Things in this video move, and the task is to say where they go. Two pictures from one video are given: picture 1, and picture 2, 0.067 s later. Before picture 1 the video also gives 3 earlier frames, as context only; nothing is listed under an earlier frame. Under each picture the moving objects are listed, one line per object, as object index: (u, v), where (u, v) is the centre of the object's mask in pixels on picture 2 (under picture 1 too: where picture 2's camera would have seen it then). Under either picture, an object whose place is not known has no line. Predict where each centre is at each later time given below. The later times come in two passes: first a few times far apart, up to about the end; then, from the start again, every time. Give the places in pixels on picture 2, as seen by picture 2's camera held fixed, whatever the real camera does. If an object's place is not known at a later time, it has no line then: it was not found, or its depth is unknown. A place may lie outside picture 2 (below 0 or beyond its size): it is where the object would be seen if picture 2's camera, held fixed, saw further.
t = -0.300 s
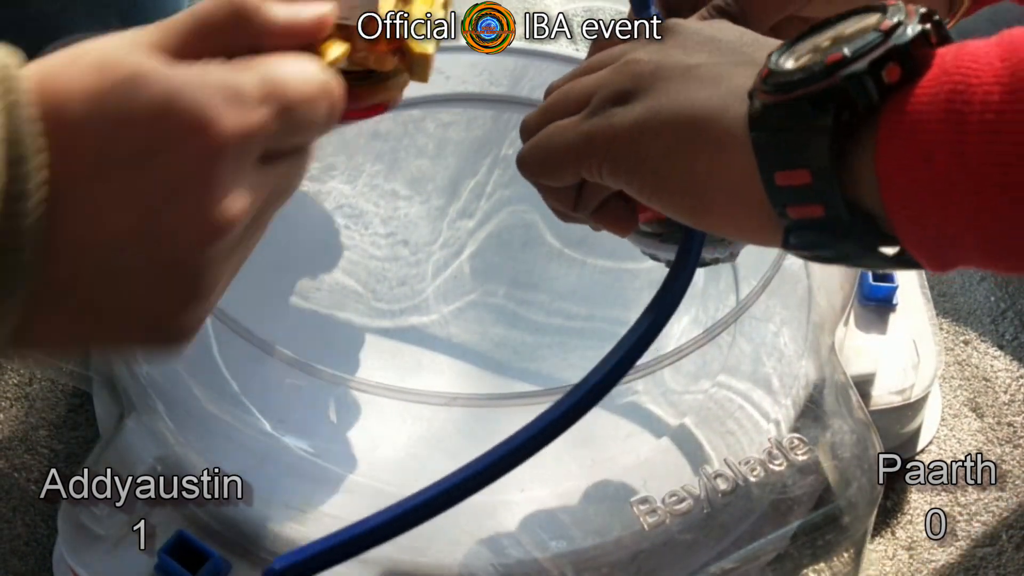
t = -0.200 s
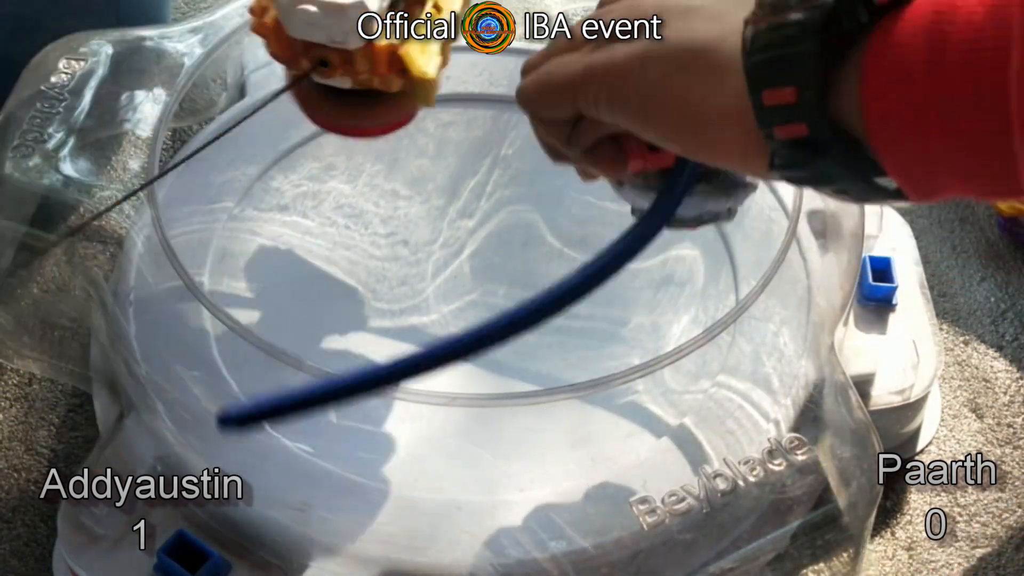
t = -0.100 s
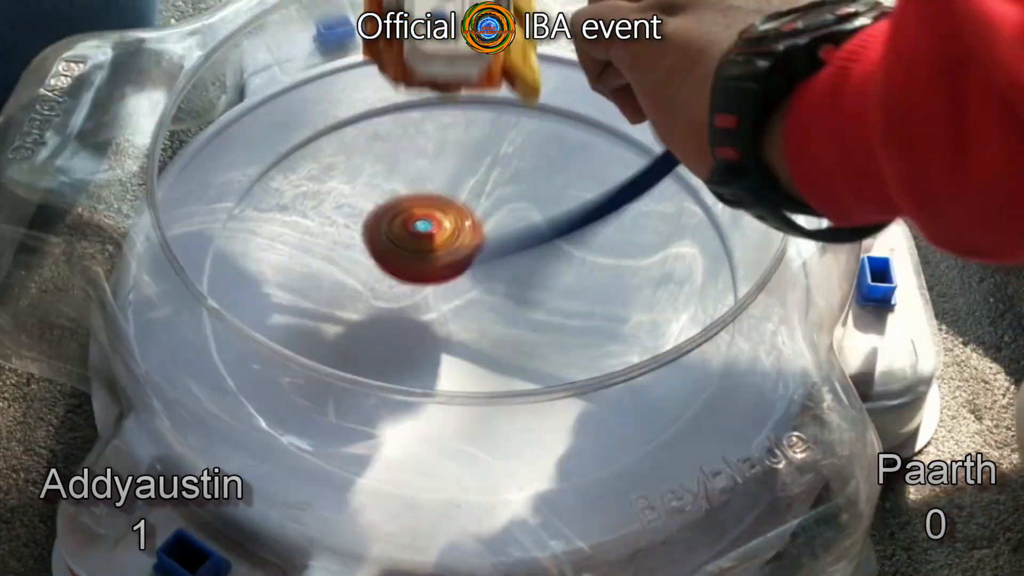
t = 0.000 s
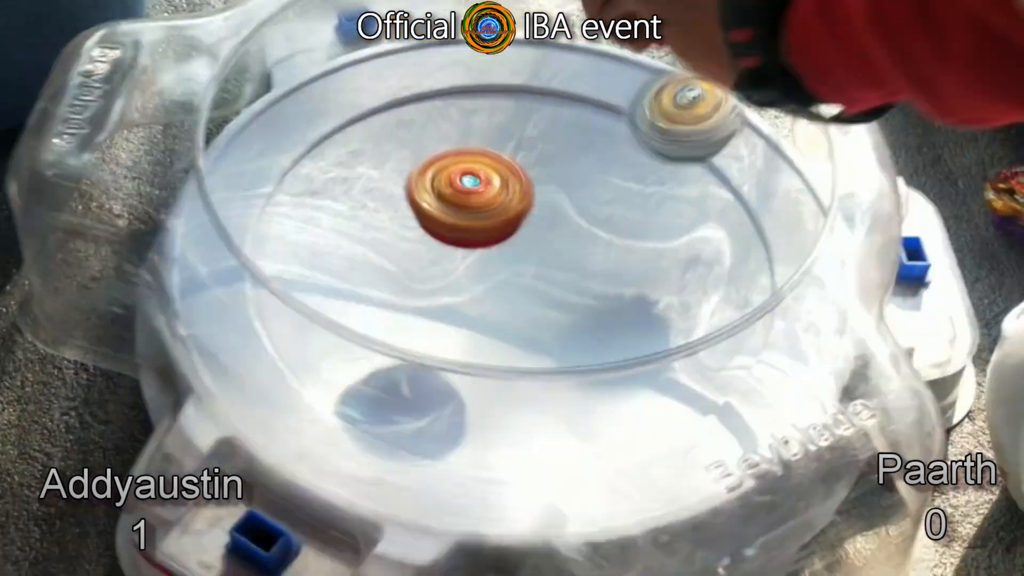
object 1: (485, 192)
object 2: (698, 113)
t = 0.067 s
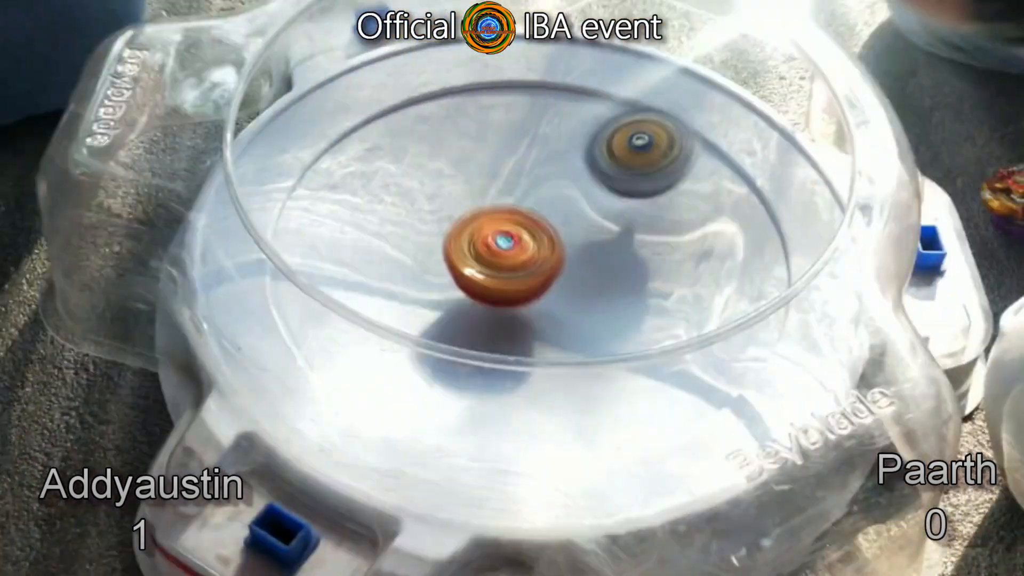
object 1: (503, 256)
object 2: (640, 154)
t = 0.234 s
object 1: (559, 264)
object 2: (547, 154)
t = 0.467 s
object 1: (549, 273)
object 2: (518, 104)
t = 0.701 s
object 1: (522, 266)
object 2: (642, 118)
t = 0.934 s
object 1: (361, 253)
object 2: (758, 257)
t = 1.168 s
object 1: (261, 168)
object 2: (536, 359)
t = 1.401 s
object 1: (488, 111)
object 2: (264, 125)
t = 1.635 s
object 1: (719, 189)
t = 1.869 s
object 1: (748, 395)
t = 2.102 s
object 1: (514, 436)
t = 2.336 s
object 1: (379, 299)
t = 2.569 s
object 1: (399, 219)
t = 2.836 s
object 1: (465, 185)
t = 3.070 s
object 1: (511, 180)
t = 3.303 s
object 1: (545, 188)
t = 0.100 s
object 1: (517, 256)
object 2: (621, 154)
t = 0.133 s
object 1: (530, 247)
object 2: (599, 163)
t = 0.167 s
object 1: (542, 255)
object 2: (580, 161)
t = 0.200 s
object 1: (550, 270)
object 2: (563, 158)
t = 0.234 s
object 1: (559, 264)
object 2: (547, 154)
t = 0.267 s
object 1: (564, 273)
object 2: (534, 147)
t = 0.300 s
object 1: (568, 271)
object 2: (523, 140)
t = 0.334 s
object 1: (568, 277)
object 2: (515, 131)
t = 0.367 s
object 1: (566, 276)
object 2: (512, 123)
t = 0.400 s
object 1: (561, 275)
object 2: (510, 116)
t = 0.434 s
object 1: (556, 275)
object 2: (512, 110)
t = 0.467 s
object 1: (549, 273)
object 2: (518, 104)
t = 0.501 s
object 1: (543, 273)
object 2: (526, 100)
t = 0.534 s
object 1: (538, 274)
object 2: (538, 98)
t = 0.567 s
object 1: (531, 273)
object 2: (553, 97)
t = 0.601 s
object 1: (526, 273)
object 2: (573, 97)
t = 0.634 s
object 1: (522, 271)
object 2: (595, 99)
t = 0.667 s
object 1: (521, 269)
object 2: (619, 106)
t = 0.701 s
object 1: (522, 266)
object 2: (642, 118)
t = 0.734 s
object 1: (525, 261)
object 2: (658, 136)
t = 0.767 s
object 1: (530, 256)
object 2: (669, 162)
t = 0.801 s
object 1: (536, 251)
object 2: (667, 193)
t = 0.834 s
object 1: (536, 248)
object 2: (657, 222)
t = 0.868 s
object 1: (471, 255)
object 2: (705, 234)
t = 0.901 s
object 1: (413, 257)
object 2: (744, 249)
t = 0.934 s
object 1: (361, 253)
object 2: (758, 257)
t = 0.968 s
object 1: (325, 240)
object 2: (761, 267)
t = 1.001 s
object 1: (287, 232)
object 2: (771, 299)
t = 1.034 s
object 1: (264, 218)
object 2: (745, 314)
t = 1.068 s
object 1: (250, 207)
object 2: (715, 332)
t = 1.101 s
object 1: (247, 195)
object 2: (661, 346)
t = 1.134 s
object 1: (251, 181)
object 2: (605, 359)
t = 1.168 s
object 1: (261, 168)
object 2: (536, 359)
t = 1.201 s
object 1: (280, 156)
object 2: (465, 348)
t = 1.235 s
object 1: (297, 145)
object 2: (397, 325)
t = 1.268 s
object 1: (326, 135)
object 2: (336, 292)
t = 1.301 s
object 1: (363, 127)
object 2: (282, 254)
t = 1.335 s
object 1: (405, 120)
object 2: (276, 197)
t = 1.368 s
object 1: (446, 114)
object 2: (254, 153)
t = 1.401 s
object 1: (488, 111)
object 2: (264, 125)
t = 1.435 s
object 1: (532, 115)
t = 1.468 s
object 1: (571, 118)
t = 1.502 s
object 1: (608, 123)
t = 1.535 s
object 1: (642, 134)
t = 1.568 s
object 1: (672, 148)
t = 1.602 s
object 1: (698, 166)
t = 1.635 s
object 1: (719, 189)
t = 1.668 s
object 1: (734, 216)
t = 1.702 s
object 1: (757, 244)
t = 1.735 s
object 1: (776, 279)
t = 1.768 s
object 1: (787, 316)
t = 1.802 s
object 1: (792, 355)
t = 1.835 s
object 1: (774, 377)
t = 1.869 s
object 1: (748, 395)
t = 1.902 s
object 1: (717, 418)
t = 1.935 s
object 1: (687, 436)
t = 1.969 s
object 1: (653, 447)
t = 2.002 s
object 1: (614, 449)
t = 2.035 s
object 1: (576, 447)
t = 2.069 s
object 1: (542, 443)
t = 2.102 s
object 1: (514, 436)
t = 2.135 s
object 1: (487, 424)
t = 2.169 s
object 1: (460, 413)
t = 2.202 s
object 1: (435, 391)
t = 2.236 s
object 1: (411, 369)
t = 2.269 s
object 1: (396, 344)
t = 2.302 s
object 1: (386, 321)
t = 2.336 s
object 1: (379, 299)
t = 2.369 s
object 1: (380, 280)
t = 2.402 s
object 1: (377, 271)
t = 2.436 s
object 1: (375, 261)
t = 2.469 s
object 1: (378, 249)
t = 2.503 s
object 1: (384, 238)
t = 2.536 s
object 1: (391, 227)
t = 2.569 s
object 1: (399, 219)
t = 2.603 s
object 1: (407, 213)
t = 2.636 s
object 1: (415, 207)
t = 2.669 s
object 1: (424, 203)
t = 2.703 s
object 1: (432, 198)
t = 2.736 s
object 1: (440, 194)
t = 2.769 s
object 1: (449, 191)
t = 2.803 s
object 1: (457, 188)
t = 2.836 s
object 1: (465, 185)
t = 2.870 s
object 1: (471, 183)
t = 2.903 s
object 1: (478, 182)
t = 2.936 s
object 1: (485, 181)
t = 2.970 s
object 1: (491, 181)
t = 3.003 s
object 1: (498, 181)
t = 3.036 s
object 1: (504, 180)
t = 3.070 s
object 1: (511, 180)
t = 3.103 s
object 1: (516, 180)
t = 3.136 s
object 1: (521, 181)
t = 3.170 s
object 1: (525, 181)
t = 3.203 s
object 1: (531, 183)
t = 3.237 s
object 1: (536, 184)
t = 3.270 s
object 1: (540, 186)
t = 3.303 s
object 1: (545, 188)
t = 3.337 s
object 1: (549, 191)
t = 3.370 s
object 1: (553, 194)
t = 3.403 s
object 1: (557, 197)
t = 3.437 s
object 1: (560, 200)
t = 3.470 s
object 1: (563, 204)
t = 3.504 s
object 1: (564, 207)
